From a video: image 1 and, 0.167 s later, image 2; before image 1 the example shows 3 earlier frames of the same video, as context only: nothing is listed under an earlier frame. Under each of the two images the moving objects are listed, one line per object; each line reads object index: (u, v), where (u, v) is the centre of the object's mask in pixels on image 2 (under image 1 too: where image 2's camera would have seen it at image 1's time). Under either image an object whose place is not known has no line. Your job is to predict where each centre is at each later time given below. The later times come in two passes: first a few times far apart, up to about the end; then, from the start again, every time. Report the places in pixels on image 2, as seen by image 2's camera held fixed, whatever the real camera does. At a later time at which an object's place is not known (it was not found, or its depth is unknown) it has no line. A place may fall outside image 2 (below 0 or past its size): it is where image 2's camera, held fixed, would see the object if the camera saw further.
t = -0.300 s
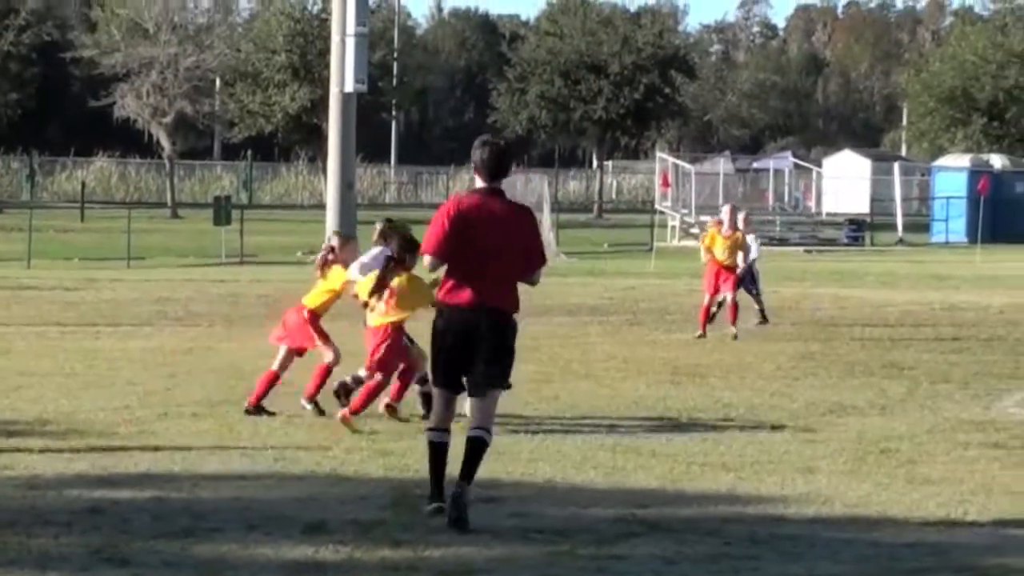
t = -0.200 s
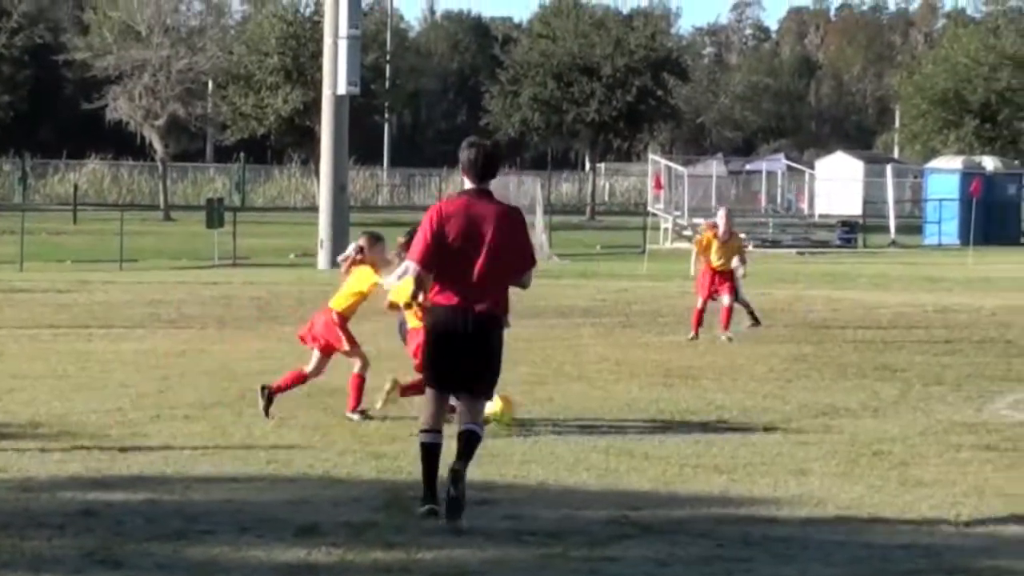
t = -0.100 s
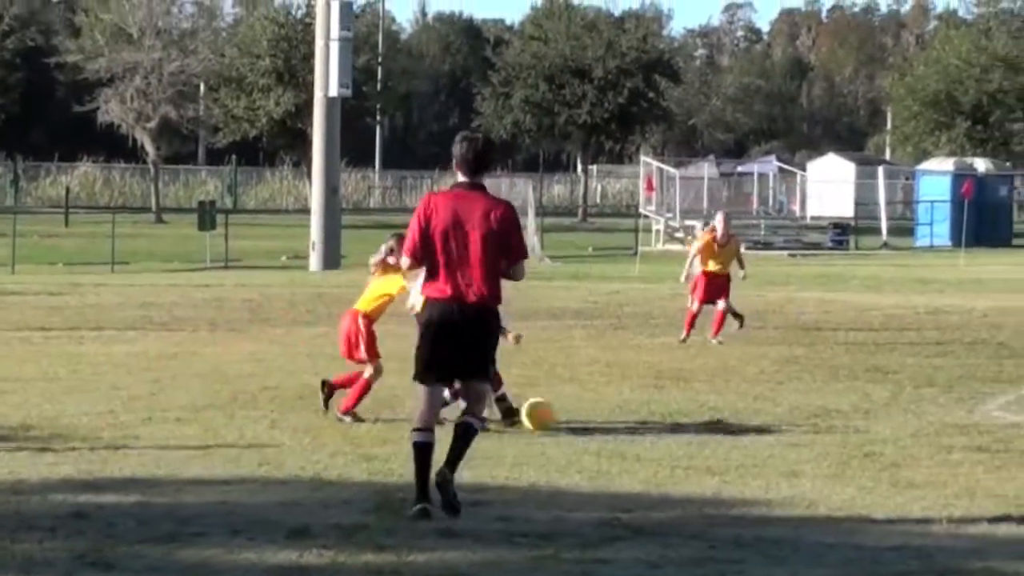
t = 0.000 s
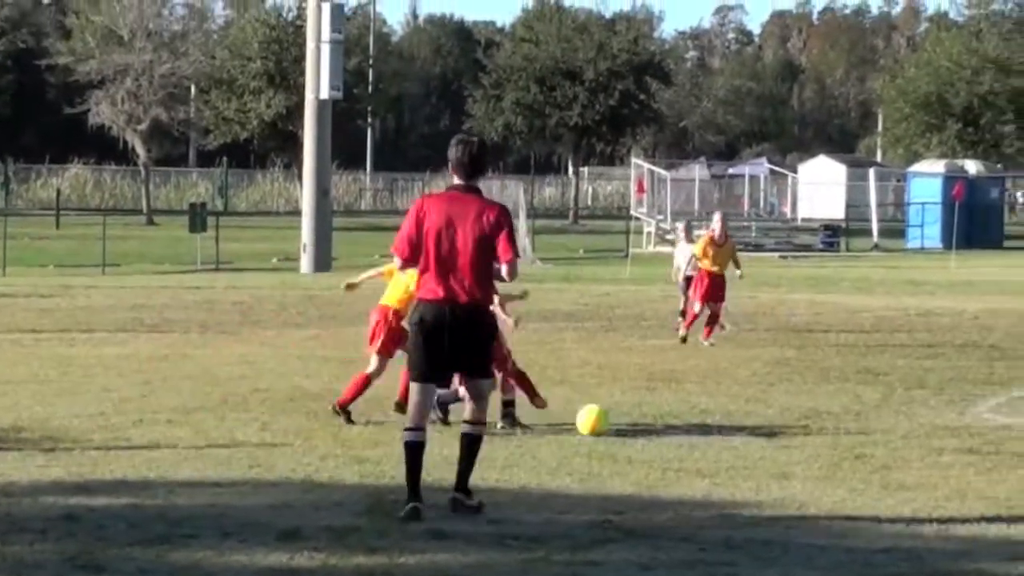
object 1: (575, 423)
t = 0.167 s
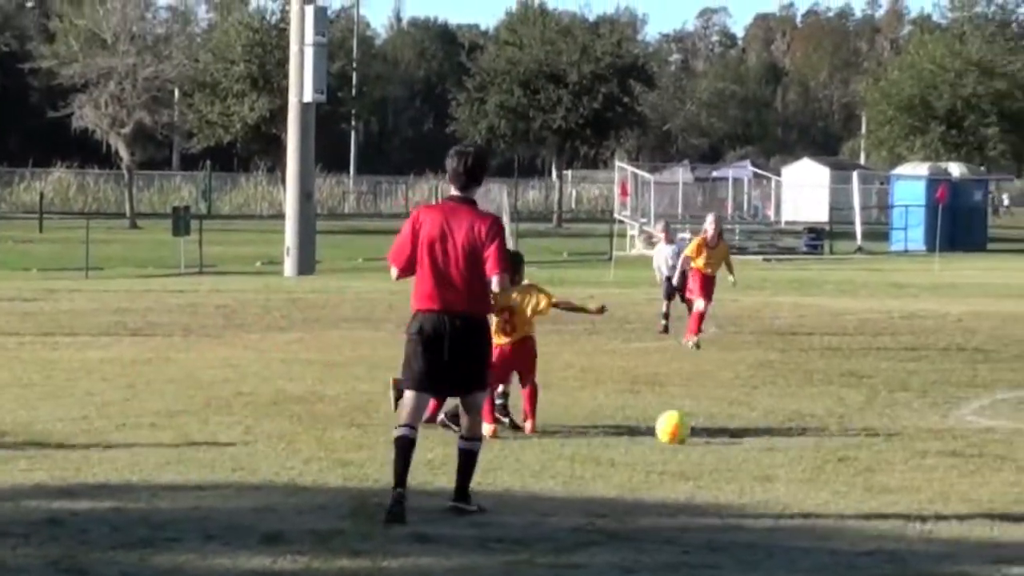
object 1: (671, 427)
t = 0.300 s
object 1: (739, 430)
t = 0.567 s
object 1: (866, 439)
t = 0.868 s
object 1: (998, 449)
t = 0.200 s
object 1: (690, 427)
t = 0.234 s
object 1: (706, 428)
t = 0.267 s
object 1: (723, 429)
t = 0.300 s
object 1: (739, 430)
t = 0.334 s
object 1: (755, 430)
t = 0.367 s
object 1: (772, 431)
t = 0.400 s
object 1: (788, 433)
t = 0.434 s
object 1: (804, 434)
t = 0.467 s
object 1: (819, 434)
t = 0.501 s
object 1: (834, 434)
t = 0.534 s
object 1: (850, 436)
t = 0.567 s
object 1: (866, 439)
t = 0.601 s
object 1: (881, 440)
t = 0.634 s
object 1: (897, 440)
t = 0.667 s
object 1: (911, 441)
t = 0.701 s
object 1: (925, 442)
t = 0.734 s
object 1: (940, 444)
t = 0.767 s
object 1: (957, 444)
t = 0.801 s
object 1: (972, 445)
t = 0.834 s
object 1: (986, 447)
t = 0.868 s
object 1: (998, 449)
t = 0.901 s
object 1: (1014, 449)
